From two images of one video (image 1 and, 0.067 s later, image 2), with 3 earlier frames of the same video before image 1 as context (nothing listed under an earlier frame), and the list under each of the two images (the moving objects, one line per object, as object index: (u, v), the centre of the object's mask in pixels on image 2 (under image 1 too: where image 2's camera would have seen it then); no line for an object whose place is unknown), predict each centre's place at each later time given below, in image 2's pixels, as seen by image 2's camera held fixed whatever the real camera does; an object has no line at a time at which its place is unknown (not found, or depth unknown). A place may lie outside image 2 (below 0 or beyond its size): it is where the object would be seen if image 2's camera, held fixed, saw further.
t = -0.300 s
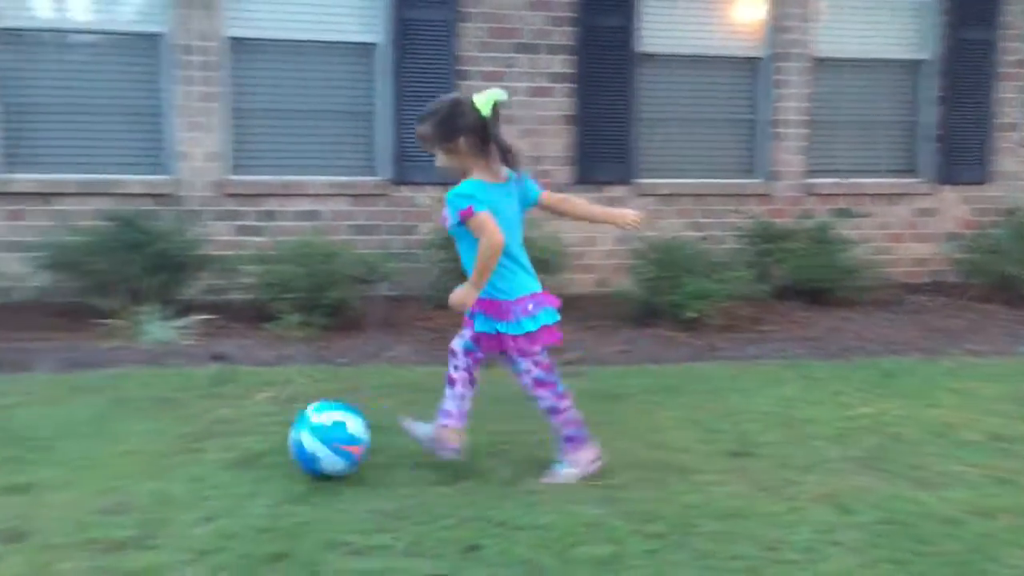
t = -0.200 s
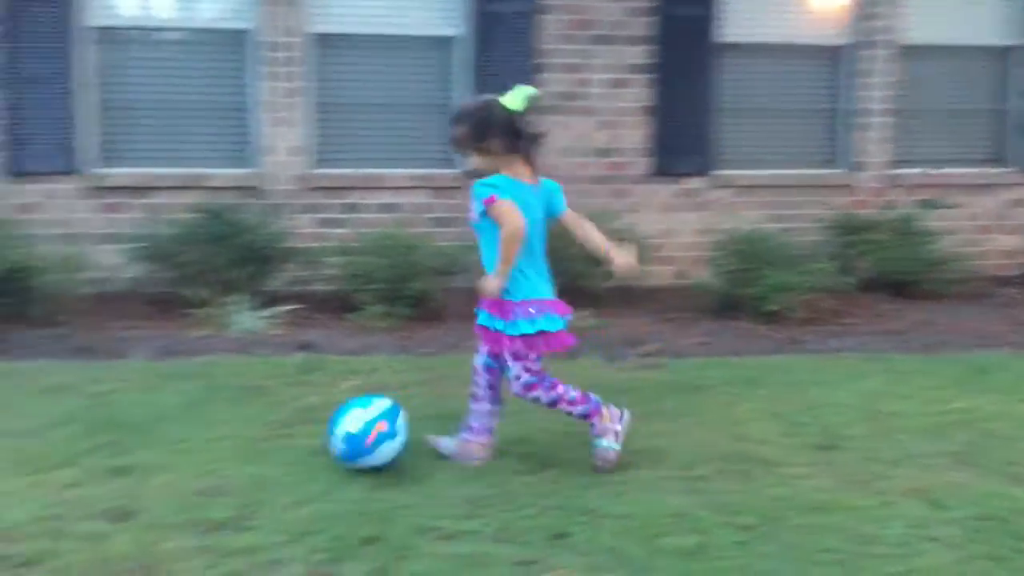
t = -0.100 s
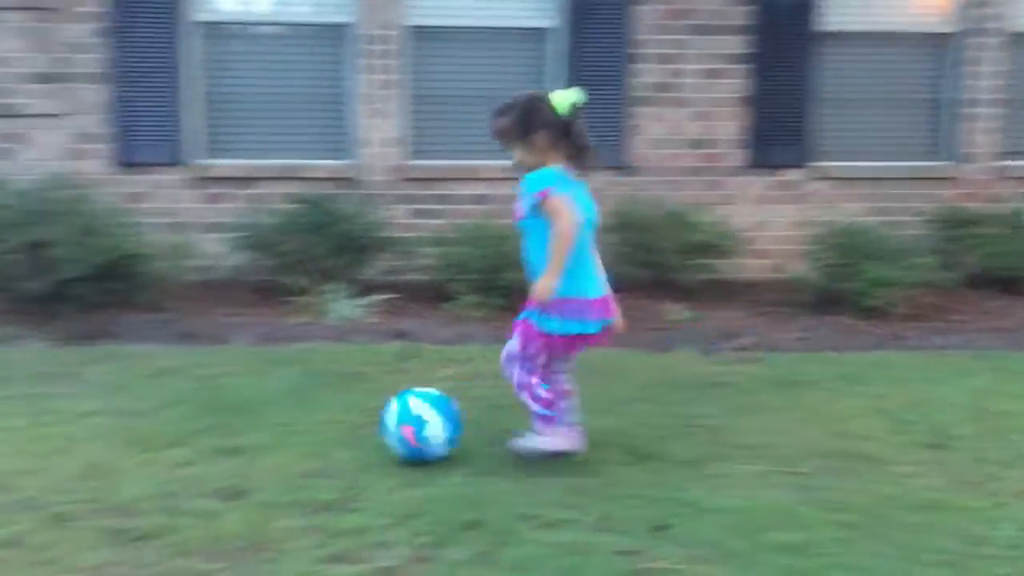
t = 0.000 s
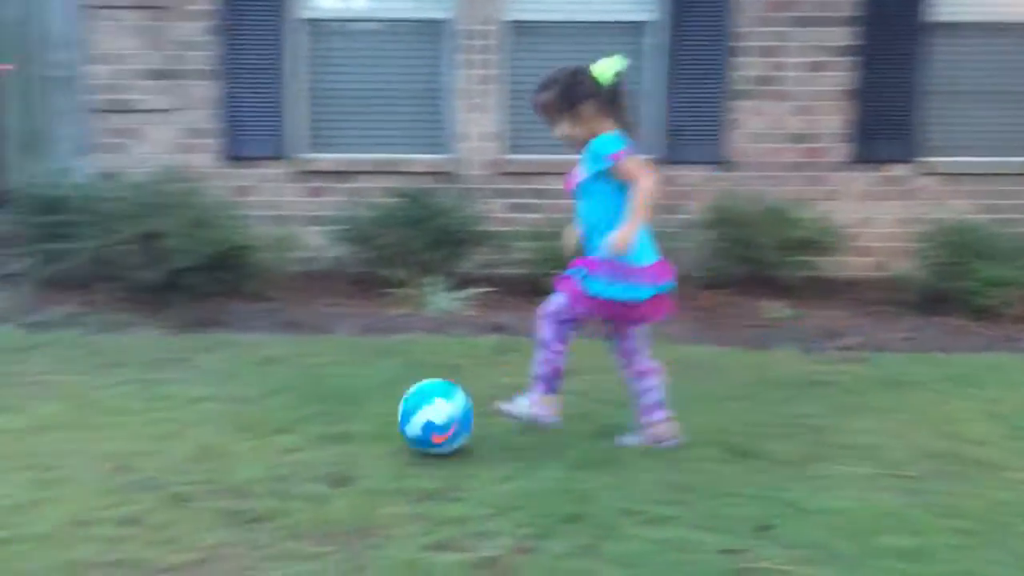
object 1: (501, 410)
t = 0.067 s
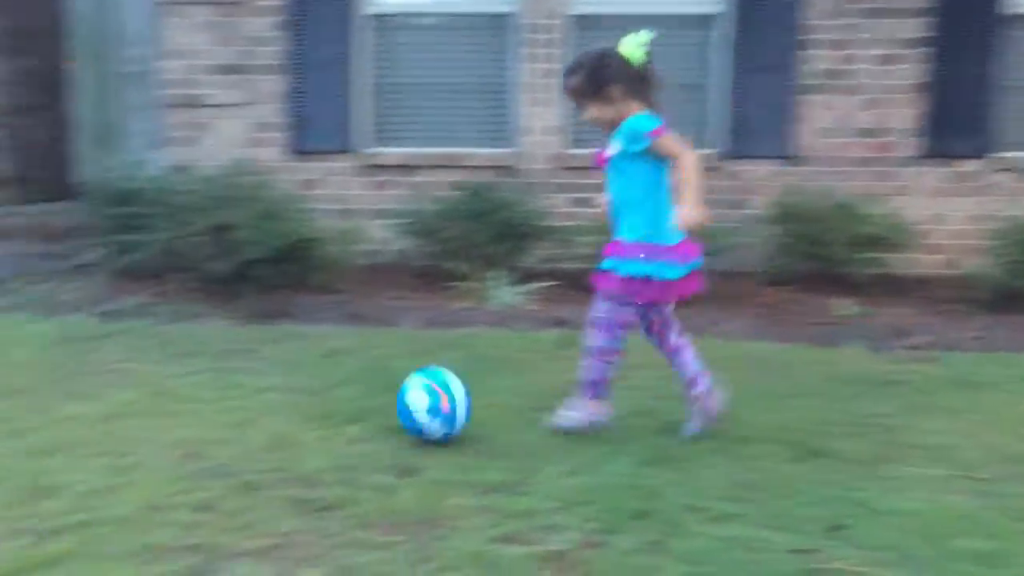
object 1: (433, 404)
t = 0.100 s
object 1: (403, 403)
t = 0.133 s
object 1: (373, 404)
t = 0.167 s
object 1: (345, 401)
